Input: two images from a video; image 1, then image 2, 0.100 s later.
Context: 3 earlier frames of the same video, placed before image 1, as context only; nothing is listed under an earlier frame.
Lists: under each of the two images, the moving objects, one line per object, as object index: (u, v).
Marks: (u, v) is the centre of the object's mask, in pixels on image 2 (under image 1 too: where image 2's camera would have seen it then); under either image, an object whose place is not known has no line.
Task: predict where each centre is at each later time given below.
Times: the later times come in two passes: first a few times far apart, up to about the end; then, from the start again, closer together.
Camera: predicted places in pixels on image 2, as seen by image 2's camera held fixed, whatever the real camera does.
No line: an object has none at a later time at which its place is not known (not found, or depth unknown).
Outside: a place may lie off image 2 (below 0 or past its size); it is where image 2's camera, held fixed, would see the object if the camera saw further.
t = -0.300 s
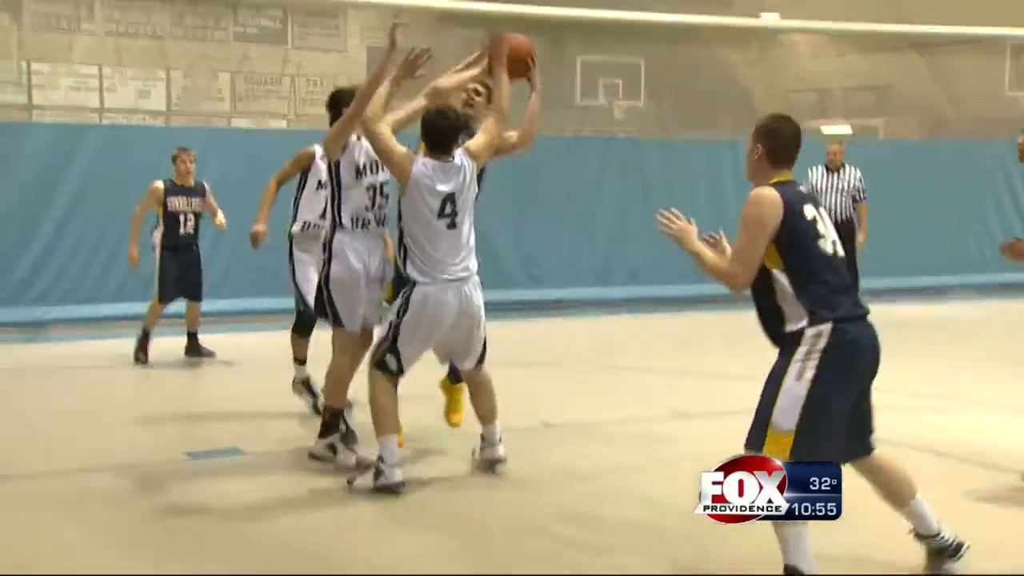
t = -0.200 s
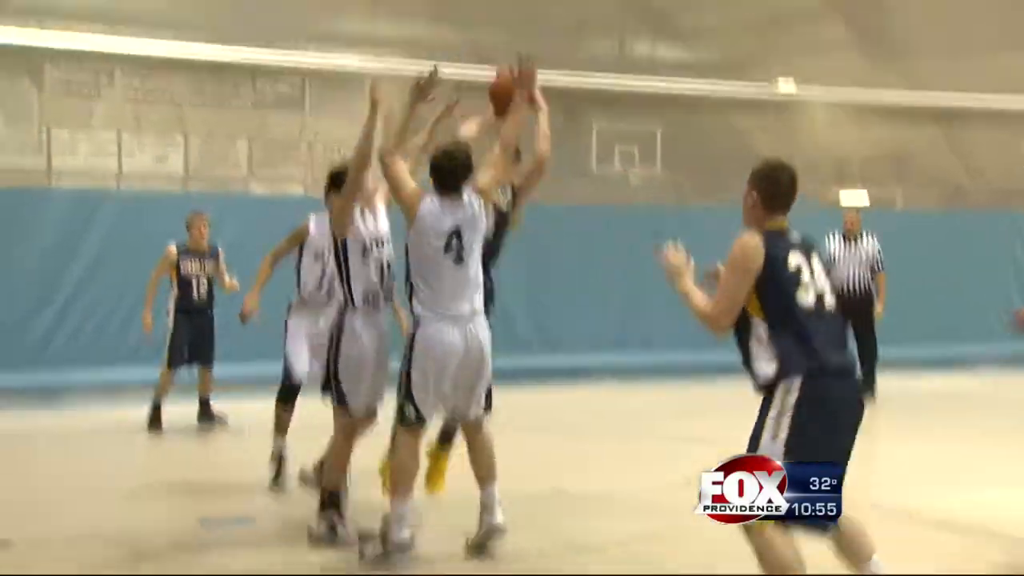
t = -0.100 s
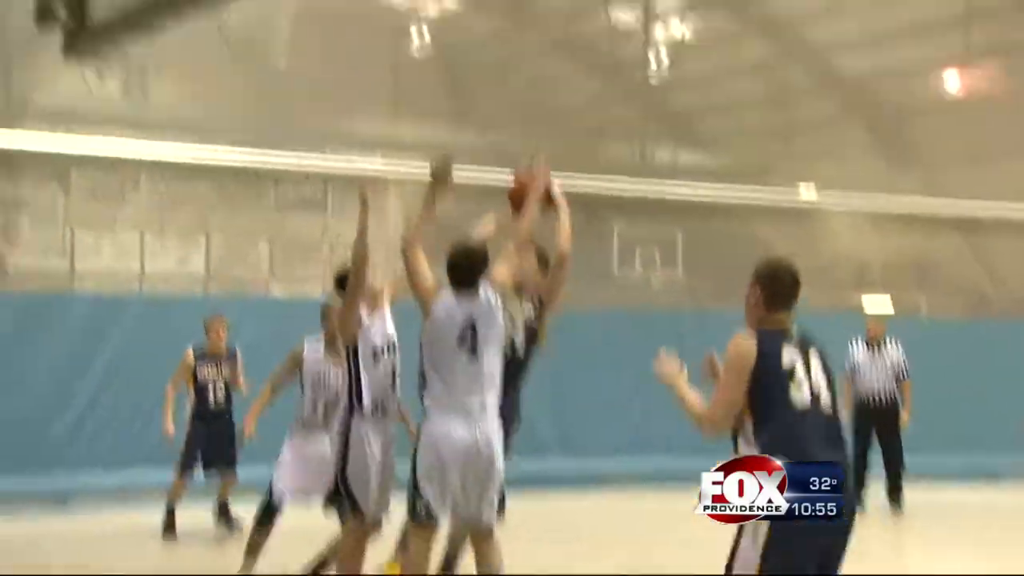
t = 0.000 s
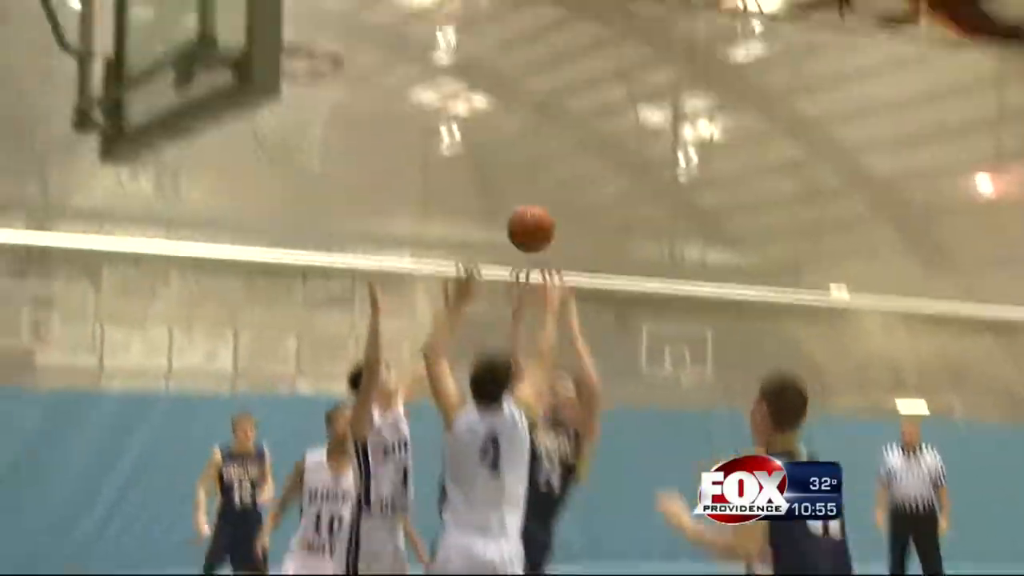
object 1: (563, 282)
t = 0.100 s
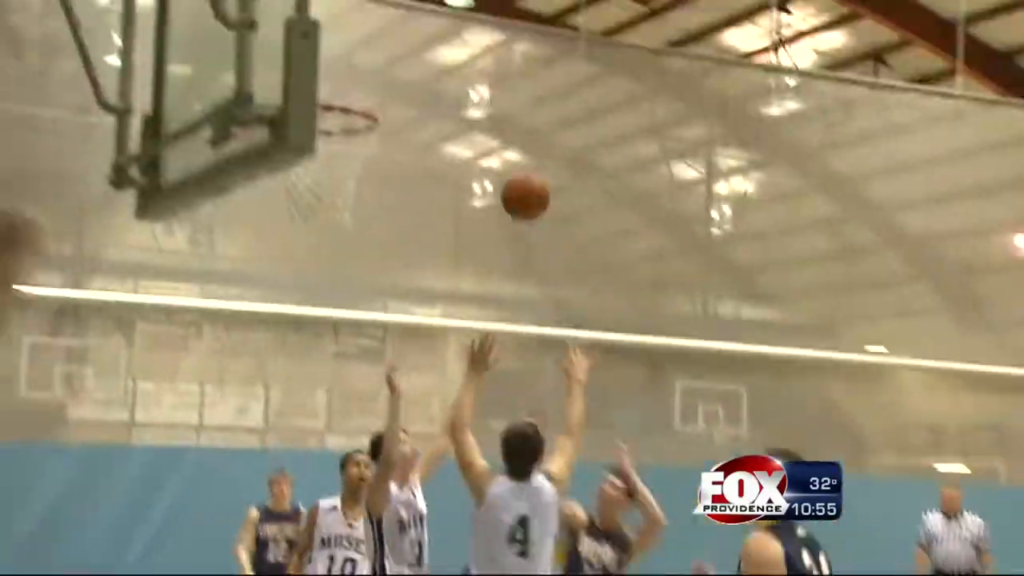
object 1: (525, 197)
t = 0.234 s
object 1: (471, 103)
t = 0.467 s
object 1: (365, 14)
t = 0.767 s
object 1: (338, 85)
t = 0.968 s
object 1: (322, 209)
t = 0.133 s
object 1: (512, 171)
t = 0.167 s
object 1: (499, 147)
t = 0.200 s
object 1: (485, 123)
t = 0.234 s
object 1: (471, 103)
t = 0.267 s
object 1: (457, 85)
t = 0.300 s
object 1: (443, 67)
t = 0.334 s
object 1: (427, 53)
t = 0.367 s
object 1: (412, 39)
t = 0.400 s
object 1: (397, 29)
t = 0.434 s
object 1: (382, 20)
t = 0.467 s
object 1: (365, 14)
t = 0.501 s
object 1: (348, 9)
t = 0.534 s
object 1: (337, 6)
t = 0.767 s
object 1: (338, 85)
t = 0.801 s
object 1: (347, 112)
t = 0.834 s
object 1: (355, 137)
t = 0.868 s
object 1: (351, 153)
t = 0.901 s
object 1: (341, 173)
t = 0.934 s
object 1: (329, 191)
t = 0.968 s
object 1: (322, 209)
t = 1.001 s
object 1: (314, 232)
